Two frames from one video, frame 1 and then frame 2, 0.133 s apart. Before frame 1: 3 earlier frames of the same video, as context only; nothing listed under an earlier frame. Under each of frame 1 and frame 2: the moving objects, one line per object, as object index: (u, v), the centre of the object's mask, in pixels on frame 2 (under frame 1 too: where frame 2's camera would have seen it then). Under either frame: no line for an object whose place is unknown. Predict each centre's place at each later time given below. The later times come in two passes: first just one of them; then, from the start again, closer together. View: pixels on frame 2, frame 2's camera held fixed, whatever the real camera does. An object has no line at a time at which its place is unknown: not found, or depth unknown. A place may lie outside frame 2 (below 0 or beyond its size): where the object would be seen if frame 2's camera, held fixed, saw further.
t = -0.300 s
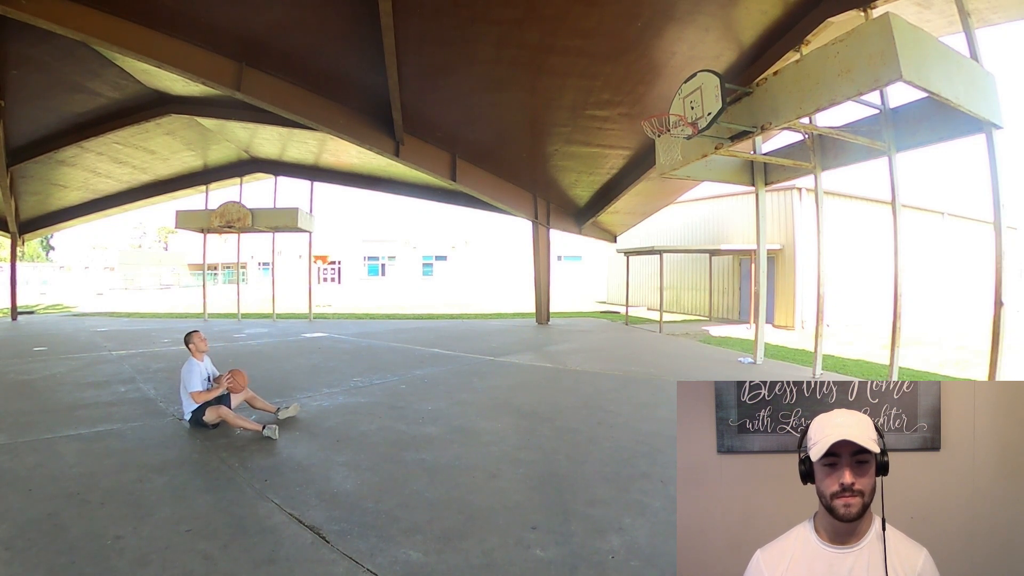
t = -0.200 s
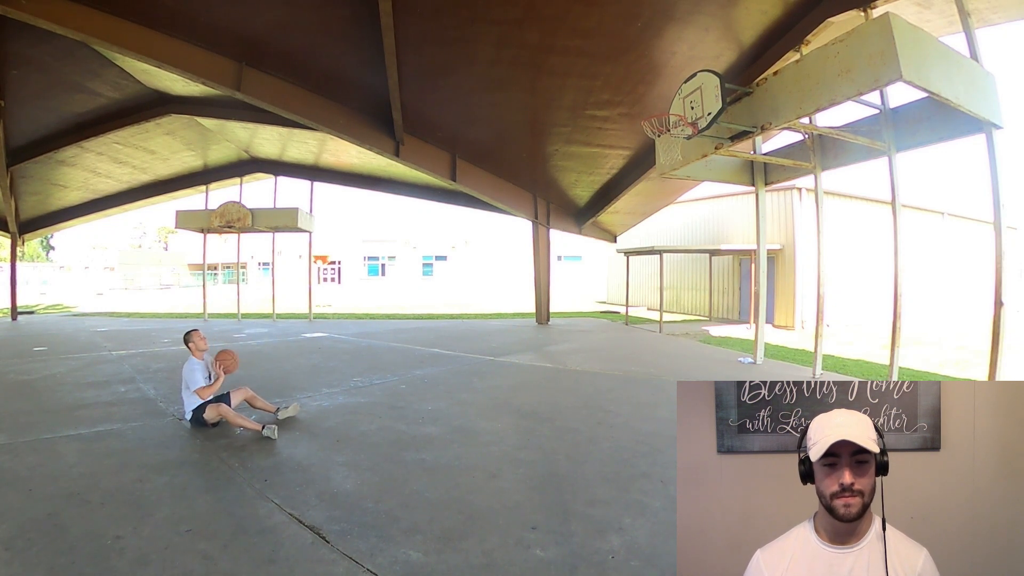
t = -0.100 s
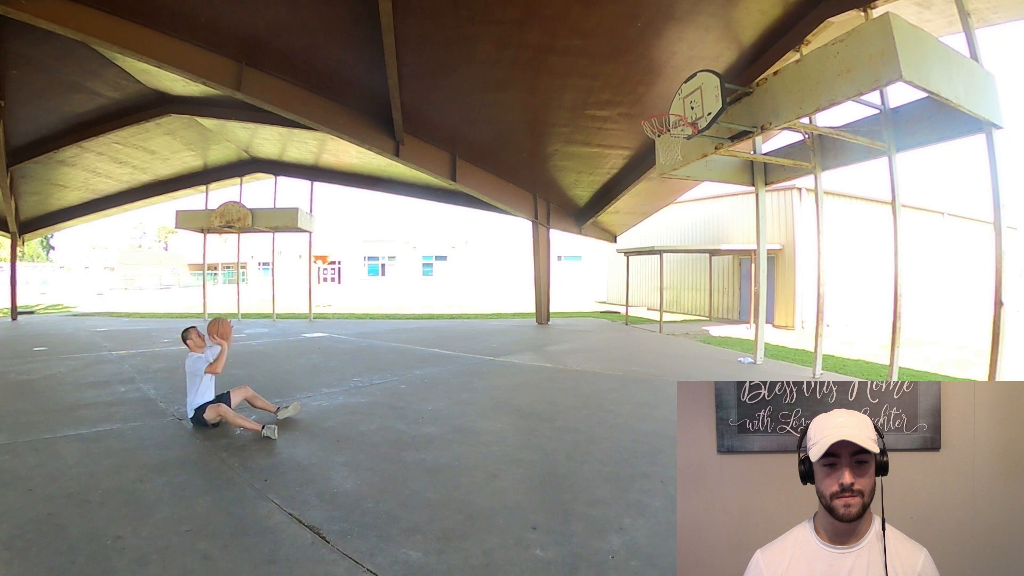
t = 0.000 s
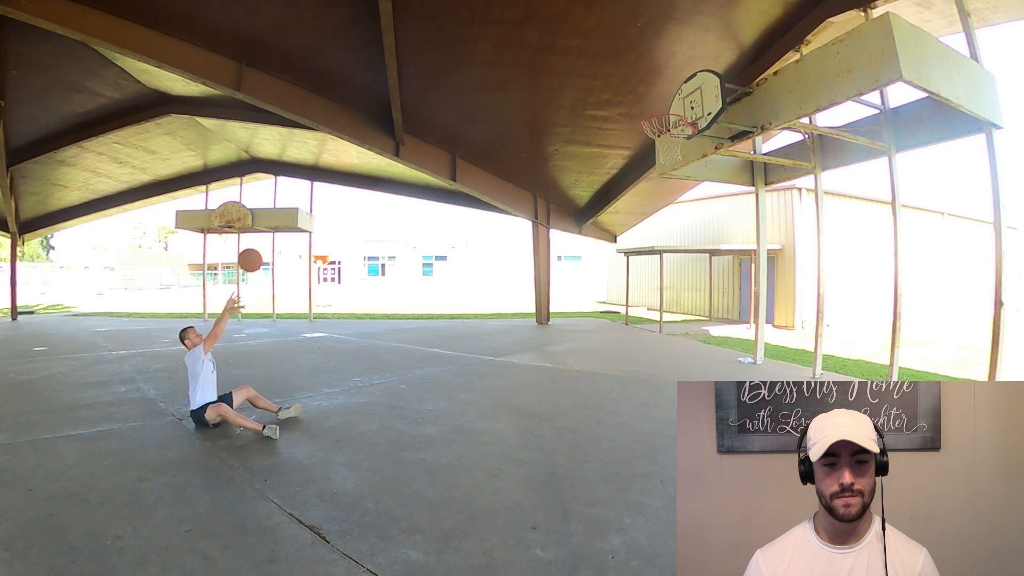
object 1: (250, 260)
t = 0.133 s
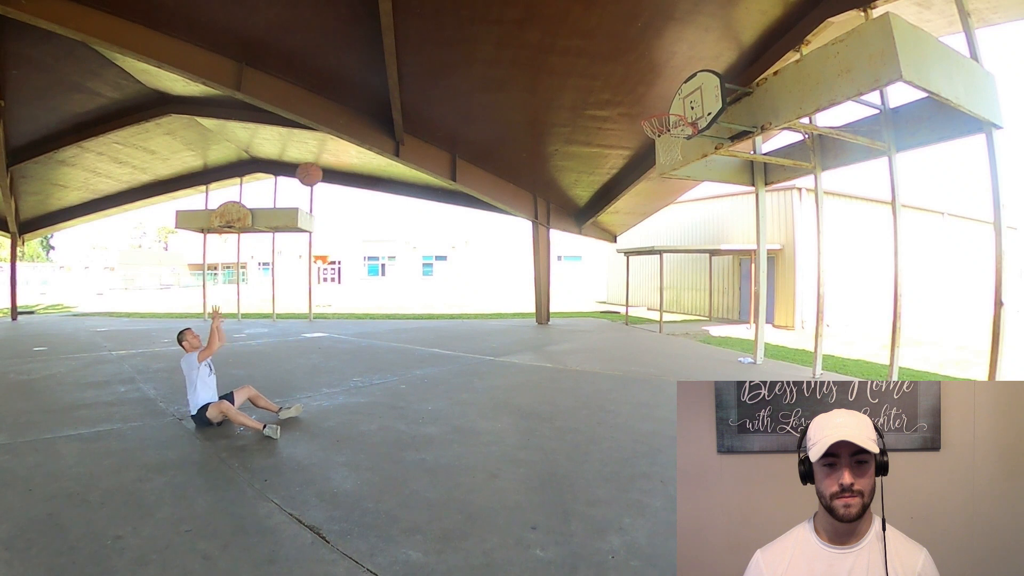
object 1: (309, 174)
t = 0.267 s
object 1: (370, 111)
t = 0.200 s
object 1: (340, 139)
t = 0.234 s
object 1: (355, 124)
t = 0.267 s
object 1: (370, 111)
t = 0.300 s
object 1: (385, 99)
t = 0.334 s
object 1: (399, 89)
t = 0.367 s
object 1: (413, 79)
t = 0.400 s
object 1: (428, 71)
